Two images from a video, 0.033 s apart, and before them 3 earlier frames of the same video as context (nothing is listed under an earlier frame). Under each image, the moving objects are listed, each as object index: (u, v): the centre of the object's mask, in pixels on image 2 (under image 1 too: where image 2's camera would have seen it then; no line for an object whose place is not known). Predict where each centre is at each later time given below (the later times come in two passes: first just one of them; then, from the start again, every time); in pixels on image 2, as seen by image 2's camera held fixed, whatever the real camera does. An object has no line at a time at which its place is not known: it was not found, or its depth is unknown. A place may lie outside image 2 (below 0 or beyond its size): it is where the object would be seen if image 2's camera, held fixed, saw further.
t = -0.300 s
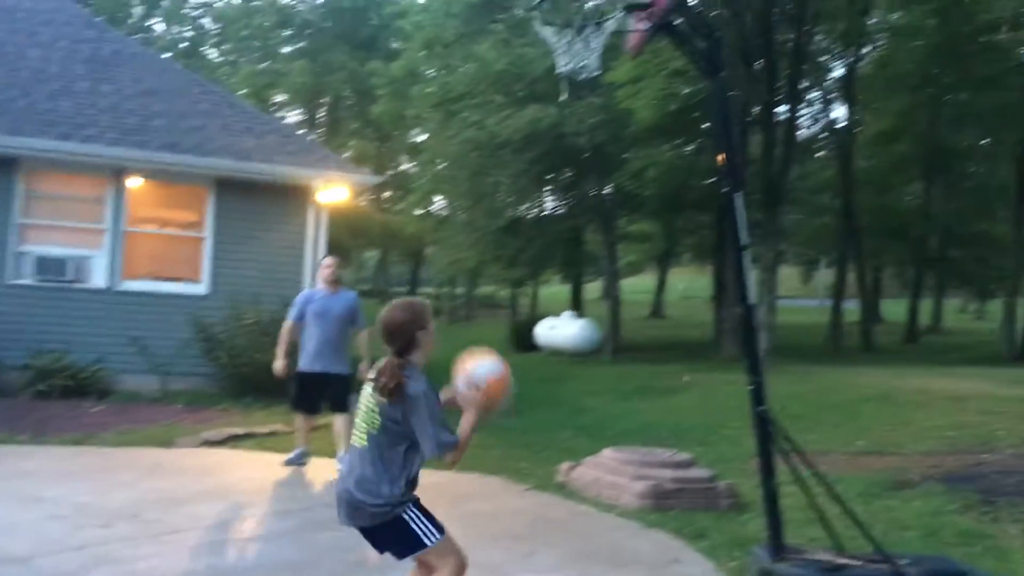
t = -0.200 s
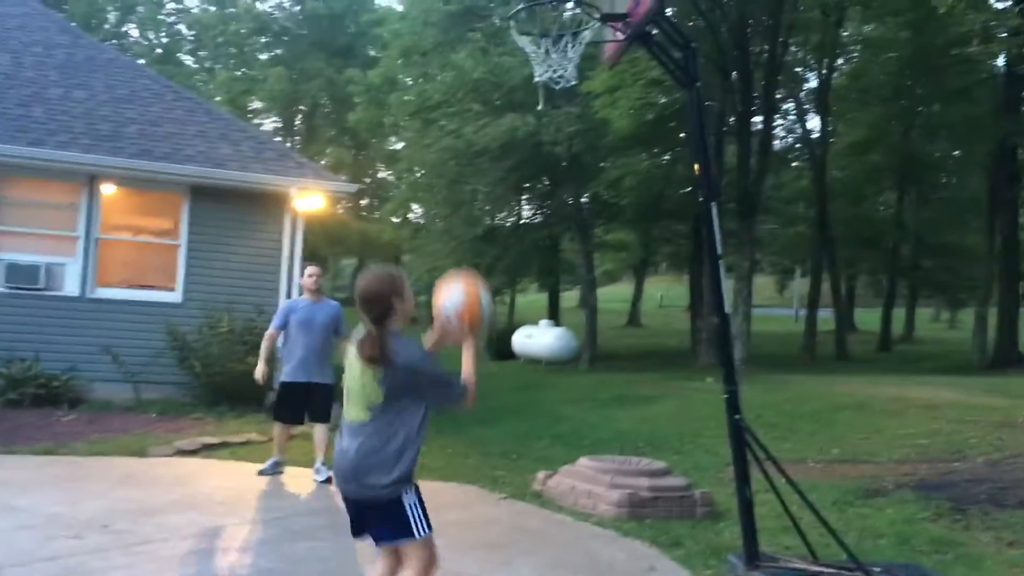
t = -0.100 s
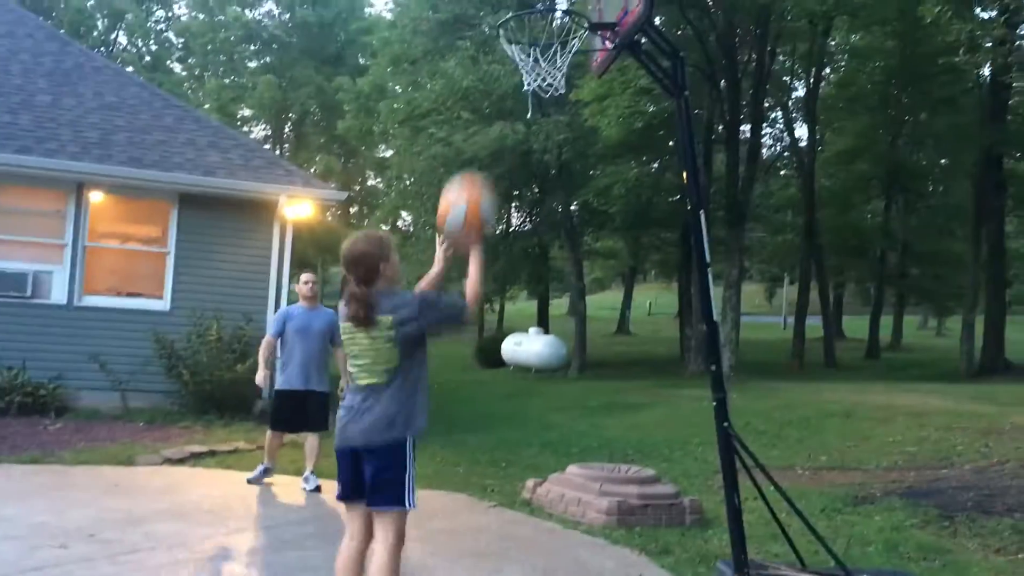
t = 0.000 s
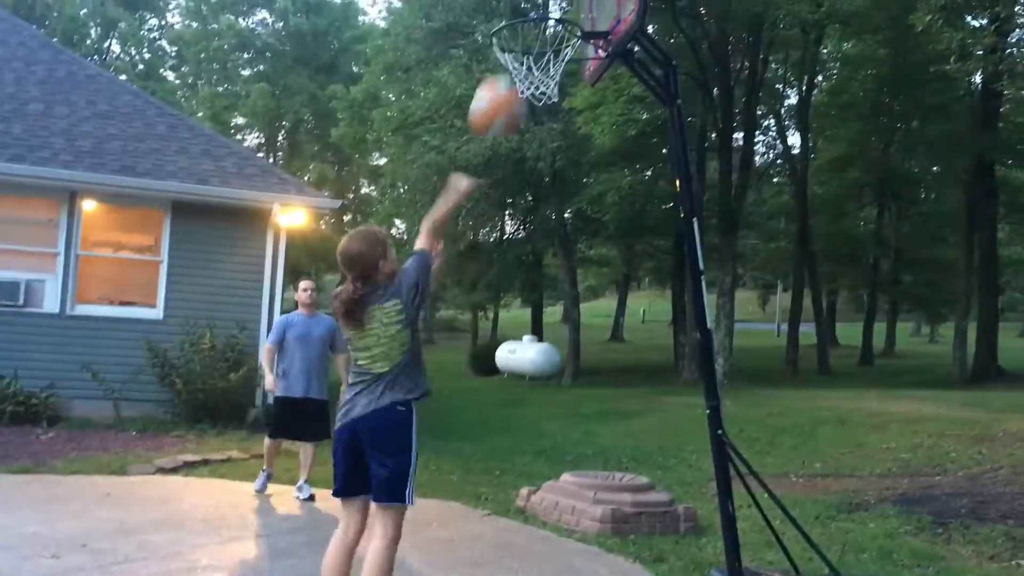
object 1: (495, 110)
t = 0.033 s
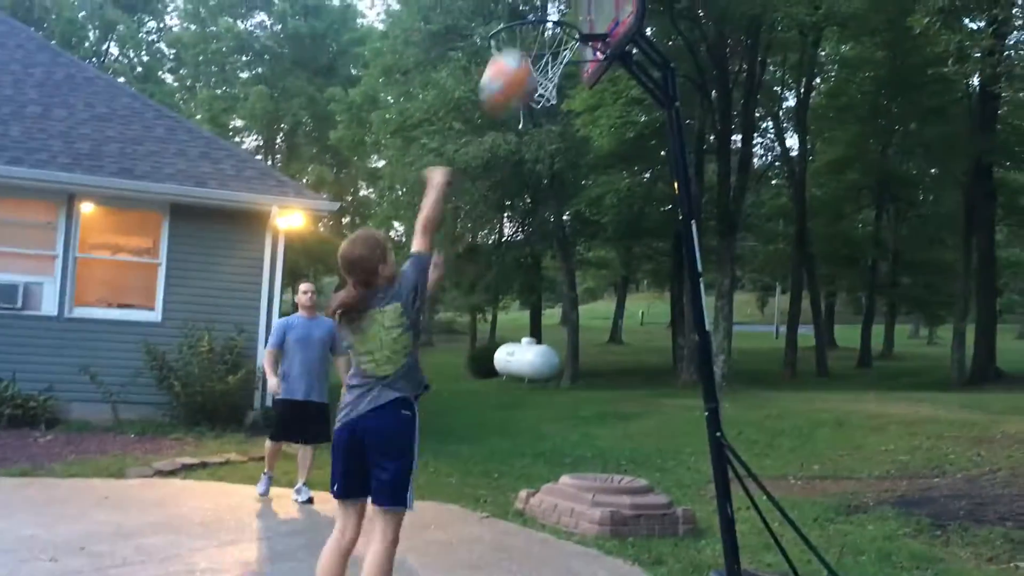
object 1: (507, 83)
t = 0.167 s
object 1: (551, 7)
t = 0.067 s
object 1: (520, 55)
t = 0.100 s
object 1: (530, 35)
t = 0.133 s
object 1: (541, 18)
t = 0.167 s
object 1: (551, 7)
